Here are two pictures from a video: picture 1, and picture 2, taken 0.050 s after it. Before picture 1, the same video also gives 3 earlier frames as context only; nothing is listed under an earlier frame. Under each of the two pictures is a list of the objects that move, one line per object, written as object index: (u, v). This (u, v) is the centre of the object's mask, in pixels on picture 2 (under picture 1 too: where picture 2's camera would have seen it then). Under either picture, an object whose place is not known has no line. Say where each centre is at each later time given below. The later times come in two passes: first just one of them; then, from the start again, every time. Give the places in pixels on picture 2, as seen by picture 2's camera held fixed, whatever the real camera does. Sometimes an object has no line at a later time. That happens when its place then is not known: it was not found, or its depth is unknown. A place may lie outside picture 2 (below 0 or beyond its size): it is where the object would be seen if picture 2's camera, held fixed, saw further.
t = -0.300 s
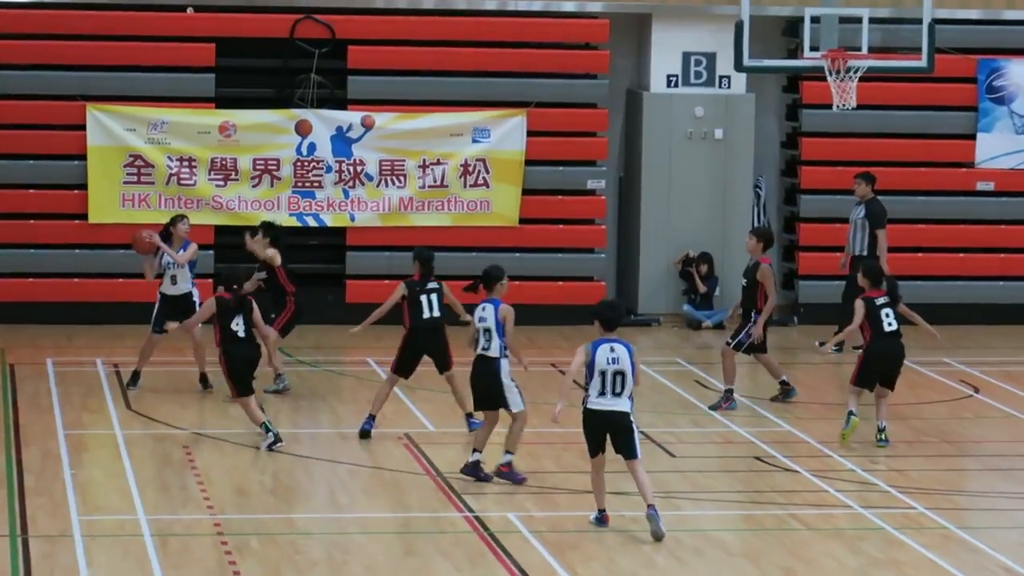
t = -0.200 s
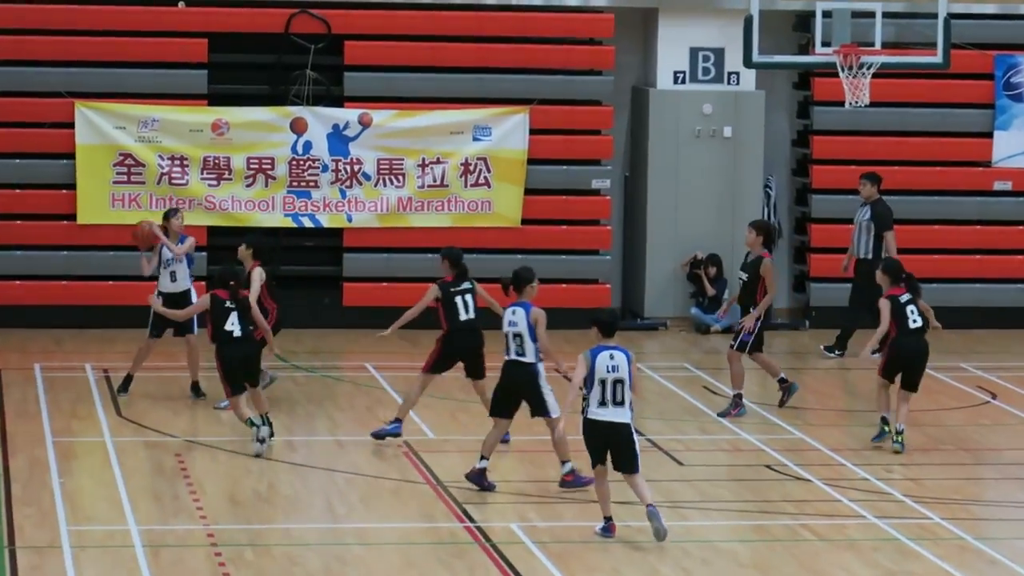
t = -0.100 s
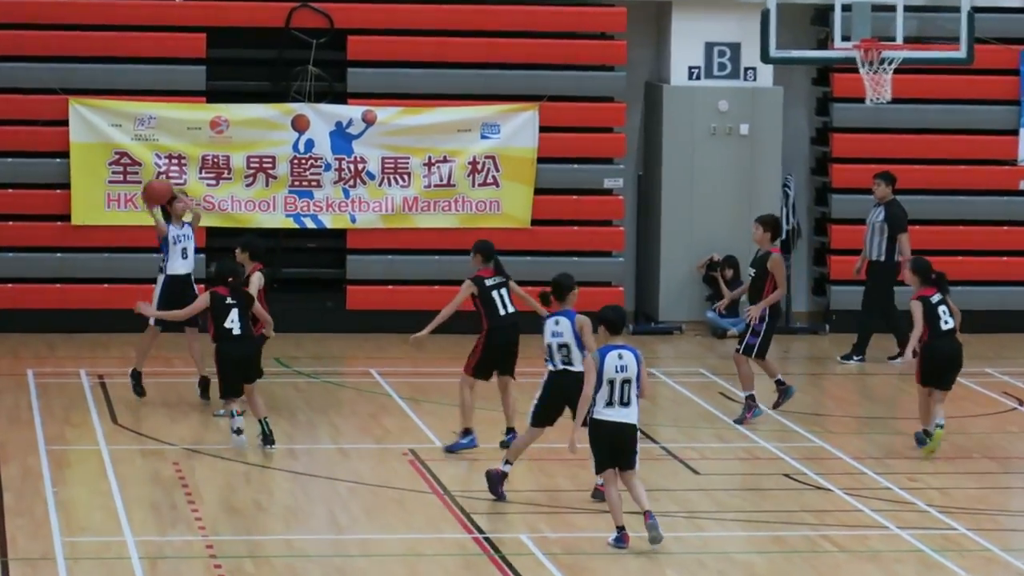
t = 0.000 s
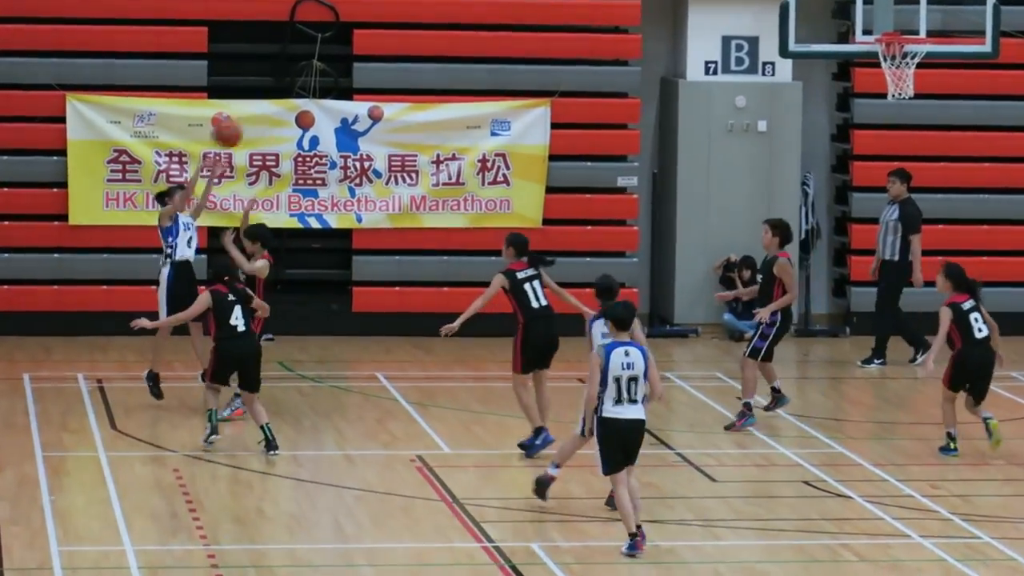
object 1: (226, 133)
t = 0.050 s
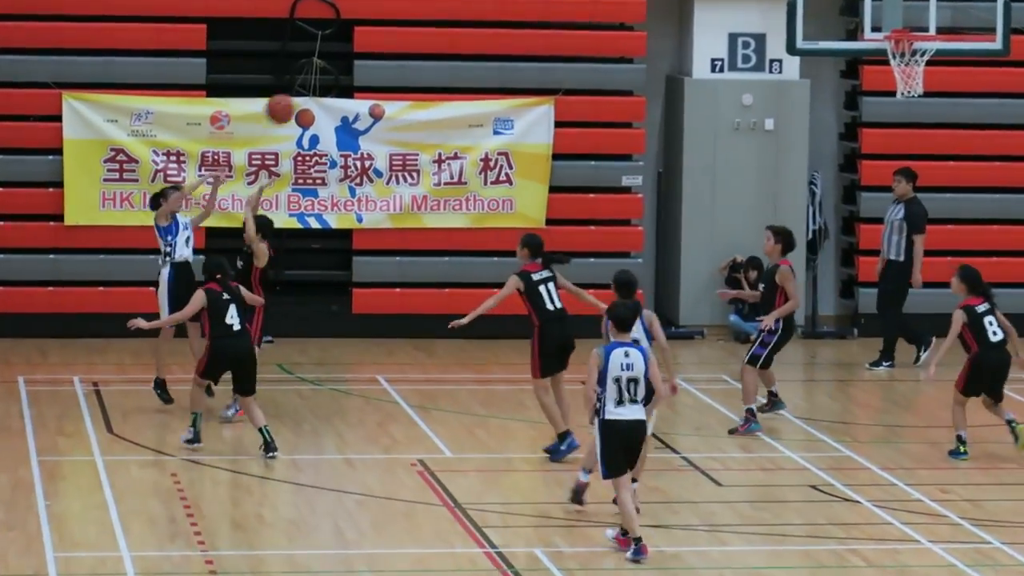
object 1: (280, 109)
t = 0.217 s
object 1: (458, 51)
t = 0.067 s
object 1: (298, 101)
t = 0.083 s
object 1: (316, 93)
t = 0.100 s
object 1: (334, 87)
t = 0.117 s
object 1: (350, 83)
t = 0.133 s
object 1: (369, 76)
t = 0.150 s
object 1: (386, 70)
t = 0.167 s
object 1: (405, 65)
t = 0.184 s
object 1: (422, 59)
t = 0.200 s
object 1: (440, 56)
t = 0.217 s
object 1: (458, 51)
